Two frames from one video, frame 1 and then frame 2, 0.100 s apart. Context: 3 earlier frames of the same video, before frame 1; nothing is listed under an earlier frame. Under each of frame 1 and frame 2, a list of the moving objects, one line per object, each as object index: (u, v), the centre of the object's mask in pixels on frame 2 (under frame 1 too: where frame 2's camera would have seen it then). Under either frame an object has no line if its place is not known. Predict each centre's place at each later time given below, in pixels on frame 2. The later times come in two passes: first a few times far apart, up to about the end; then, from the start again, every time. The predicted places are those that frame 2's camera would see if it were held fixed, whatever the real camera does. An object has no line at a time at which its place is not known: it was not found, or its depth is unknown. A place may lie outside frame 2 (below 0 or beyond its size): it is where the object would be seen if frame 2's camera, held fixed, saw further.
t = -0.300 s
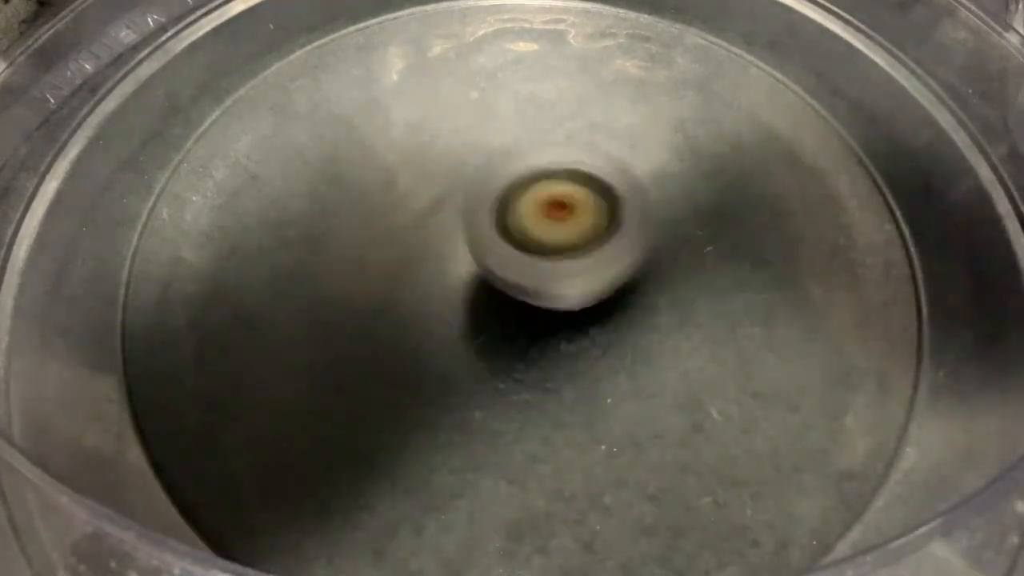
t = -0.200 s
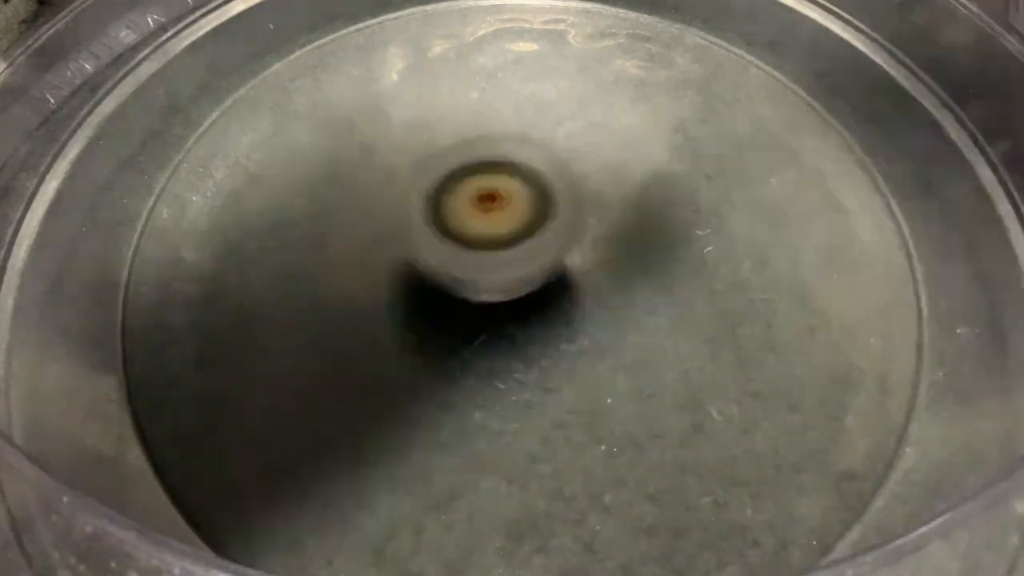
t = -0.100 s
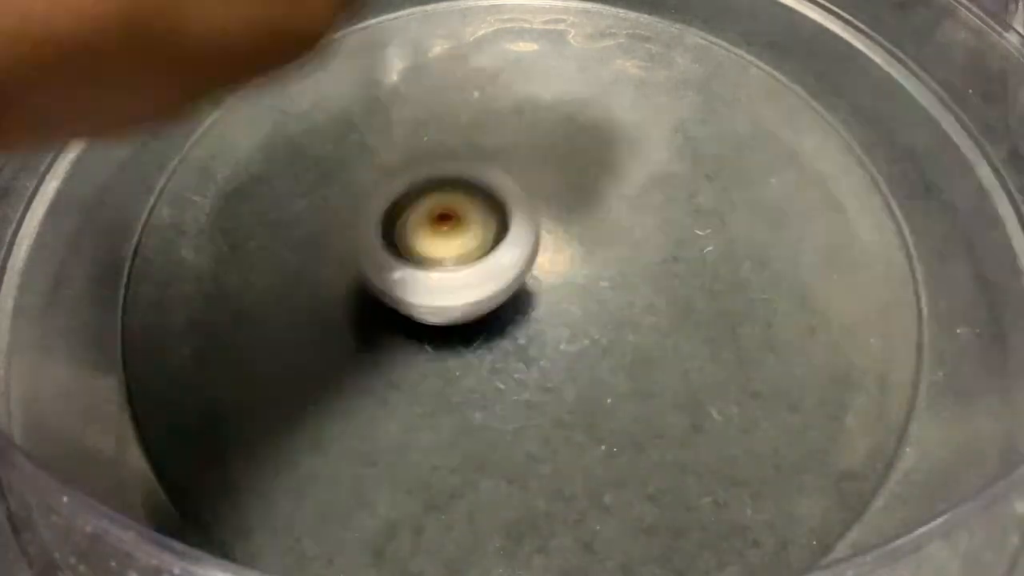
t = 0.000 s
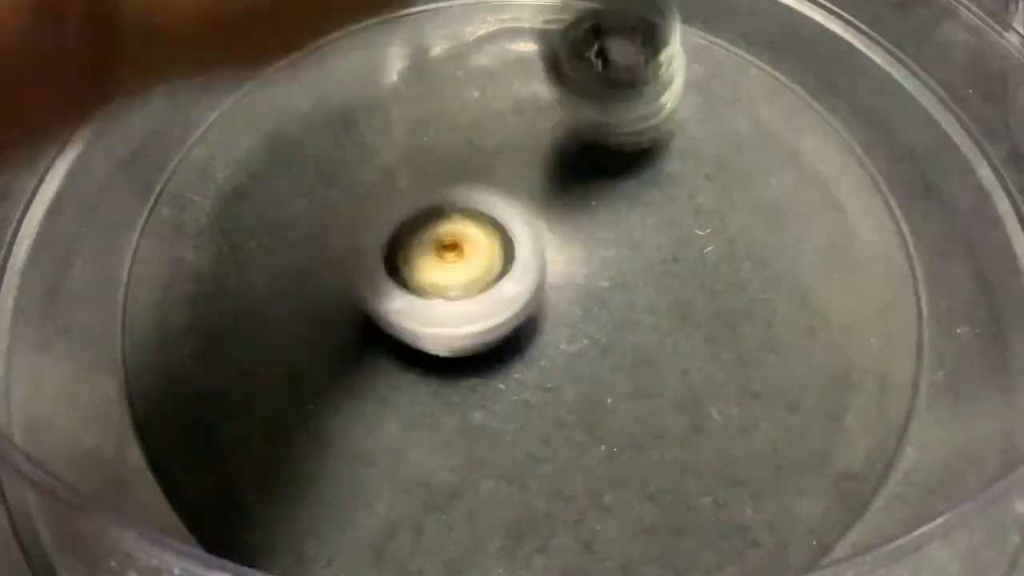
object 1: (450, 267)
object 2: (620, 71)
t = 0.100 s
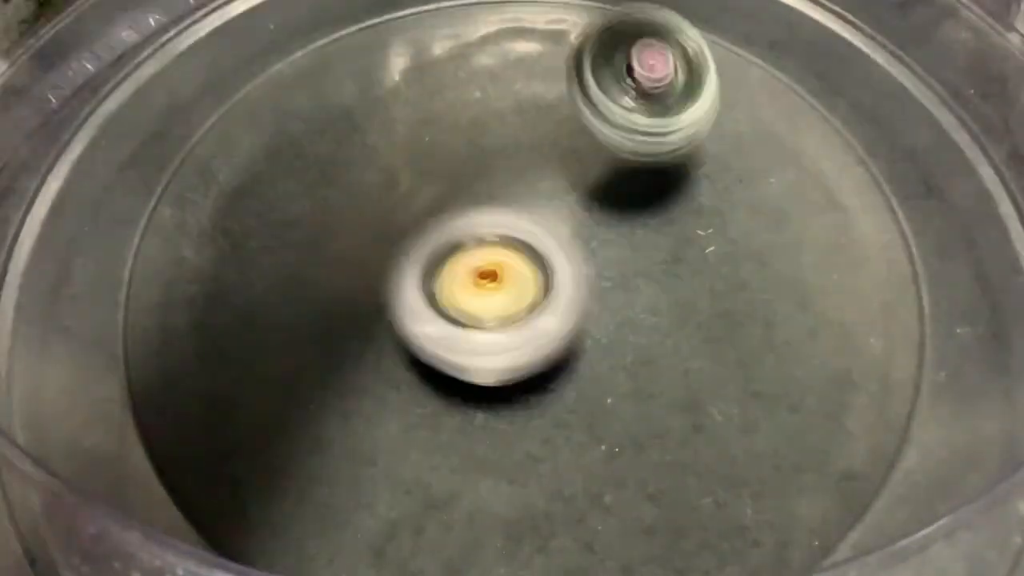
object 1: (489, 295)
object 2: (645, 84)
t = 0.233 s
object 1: (507, 355)
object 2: (667, 214)
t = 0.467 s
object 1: (460, 404)
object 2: (639, 249)
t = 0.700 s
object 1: (485, 399)
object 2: (571, 209)
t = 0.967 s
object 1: (517, 321)
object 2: (635, 226)
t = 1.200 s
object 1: (493, 316)
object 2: (656, 274)
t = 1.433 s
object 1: (463, 303)
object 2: (636, 308)
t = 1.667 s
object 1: (421, 274)
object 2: (627, 335)
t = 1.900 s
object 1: (427, 230)
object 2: (576, 352)
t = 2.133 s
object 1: (469, 183)
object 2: (507, 354)
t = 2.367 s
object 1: (516, 199)
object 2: (483, 342)
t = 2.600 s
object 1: (592, 80)
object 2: (400, 426)
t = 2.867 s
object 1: (486, 196)
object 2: (430, 342)
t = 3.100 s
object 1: (488, 183)
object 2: (443, 333)
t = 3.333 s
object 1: (587, 179)
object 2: (443, 271)
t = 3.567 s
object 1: (654, 246)
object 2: (461, 222)
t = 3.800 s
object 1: (608, 282)
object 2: (478, 204)
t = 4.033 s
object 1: (607, 312)
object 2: (504, 183)
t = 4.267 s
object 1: (629, 310)
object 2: (537, 184)
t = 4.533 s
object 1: (597, 335)
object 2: (568, 197)
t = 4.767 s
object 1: (524, 368)
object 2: (614, 231)
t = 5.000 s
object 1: (375, 387)
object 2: (677, 209)
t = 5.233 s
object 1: (491, 333)
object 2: (639, 274)
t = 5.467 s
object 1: (461, 312)
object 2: (633, 305)
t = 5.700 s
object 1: (416, 294)
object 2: (605, 335)
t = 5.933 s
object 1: (405, 272)
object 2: (607, 343)
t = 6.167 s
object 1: (390, 238)
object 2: (606, 341)
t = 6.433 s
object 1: (398, 212)
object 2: (583, 341)
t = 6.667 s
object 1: (371, 185)
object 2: (588, 331)
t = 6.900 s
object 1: (384, 233)
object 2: (559, 287)
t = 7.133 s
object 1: (317, 224)
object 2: (652, 277)
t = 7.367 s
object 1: (418, 249)
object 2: (592, 242)
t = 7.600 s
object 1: (448, 267)
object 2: (611, 242)
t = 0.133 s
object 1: (506, 301)
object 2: (649, 120)
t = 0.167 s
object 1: (523, 308)
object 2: (650, 177)
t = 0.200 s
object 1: (535, 320)
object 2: (650, 202)
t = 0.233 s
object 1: (507, 355)
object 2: (667, 214)
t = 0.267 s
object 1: (477, 380)
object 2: (678, 215)
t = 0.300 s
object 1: (456, 400)
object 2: (684, 217)
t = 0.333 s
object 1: (443, 410)
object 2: (684, 222)
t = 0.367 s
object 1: (439, 416)
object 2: (679, 226)
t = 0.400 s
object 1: (440, 415)
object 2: (670, 233)
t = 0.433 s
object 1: (448, 410)
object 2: (656, 240)
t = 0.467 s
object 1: (460, 404)
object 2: (639, 249)
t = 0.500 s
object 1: (474, 393)
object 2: (619, 259)
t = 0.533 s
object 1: (491, 381)
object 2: (600, 262)
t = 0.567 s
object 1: (505, 373)
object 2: (582, 257)
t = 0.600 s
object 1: (495, 388)
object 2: (573, 246)
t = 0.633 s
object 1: (488, 399)
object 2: (570, 231)
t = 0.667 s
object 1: (484, 402)
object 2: (570, 217)
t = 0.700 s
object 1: (485, 399)
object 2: (571, 209)
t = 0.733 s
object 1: (489, 389)
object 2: (574, 206)
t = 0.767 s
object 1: (497, 377)
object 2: (577, 207)
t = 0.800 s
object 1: (506, 362)
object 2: (582, 211)
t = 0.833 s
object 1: (516, 347)
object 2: (590, 214)
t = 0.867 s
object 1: (522, 330)
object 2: (600, 215)
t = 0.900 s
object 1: (520, 328)
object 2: (613, 216)
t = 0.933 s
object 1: (519, 325)
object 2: (625, 221)
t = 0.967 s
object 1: (517, 321)
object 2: (635, 226)
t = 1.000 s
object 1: (510, 321)
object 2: (644, 232)
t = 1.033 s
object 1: (504, 320)
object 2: (651, 238)
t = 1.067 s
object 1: (500, 318)
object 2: (657, 244)
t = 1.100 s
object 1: (498, 318)
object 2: (659, 250)
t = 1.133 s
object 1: (496, 318)
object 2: (660, 257)
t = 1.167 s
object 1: (494, 317)
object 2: (659, 266)
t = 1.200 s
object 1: (493, 316)
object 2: (656, 274)
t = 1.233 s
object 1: (483, 316)
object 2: (657, 280)
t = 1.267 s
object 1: (468, 315)
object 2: (660, 285)
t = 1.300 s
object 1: (460, 313)
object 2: (660, 289)
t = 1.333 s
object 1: (455, 311)
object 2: (658, 295)
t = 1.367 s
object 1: (456, 308)
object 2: (653, 299)
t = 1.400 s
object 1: (461, 306)
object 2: (644, 304)
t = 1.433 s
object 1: (463, 303)
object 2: (636, 308)
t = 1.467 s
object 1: (445, 295)
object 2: (642, 312)
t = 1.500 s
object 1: (427, 287)
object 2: (648, 315)
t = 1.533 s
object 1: (416, 282)
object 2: (649, 318)
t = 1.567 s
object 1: (411, 277)
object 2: (648, 322)
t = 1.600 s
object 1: (411, 275)
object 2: (644, 328)
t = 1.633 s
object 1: (415, 274)
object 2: (637, 332)
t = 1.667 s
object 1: (421, 274)
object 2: (627, 335)
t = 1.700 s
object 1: (432, 275)
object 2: (615, 337)
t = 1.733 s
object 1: (443, 276)
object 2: (602, 340)
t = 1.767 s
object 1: (440, 269)
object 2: (600, 343)
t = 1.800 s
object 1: (433, 258)
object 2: (597, 347)
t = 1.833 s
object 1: (429, 248)
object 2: (593, 349)
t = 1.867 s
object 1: (428, 238)
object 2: (584, 351)
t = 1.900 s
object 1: (427, 230)
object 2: (576, 352)
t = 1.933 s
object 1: (430, 223)
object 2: (564, 351)
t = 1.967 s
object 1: (435, 217)
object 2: (553, 350)
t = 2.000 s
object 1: (440, 212)
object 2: (541, 348)
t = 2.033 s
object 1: (450, 211)
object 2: (528, 344)
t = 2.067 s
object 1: (458, 207)
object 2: (518, 342)
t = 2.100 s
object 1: (465, 195)
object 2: (512, 349)
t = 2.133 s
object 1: (469, 183)
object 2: (507, 354)
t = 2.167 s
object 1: (472, 175)
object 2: (502, 358)
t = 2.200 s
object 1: (481, 173)
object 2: (497, 359)
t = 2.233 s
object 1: (487, 172)
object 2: (493, 359)
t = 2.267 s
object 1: (492, 174)
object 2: (490, 357)
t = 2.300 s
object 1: (501, 181)
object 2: (487, 353)
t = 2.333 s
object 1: (508, 189)
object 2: (484, 348)
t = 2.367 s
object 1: (516, 199)
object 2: (483, 342)
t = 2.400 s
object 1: (530, 193)
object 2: (473, 352)
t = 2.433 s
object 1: (551, 166)
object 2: (454, 378)
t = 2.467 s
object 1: (567, 138)
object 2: (439, 396)
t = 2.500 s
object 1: (580, 118)
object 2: (426, 409)
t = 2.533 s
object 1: (588, 98)
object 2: (415, 419)
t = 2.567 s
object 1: (592, 88)
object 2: (406, 424)
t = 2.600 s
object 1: (592, 80)
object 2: (400, 426)
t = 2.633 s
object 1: (589, 80)
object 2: (397, 424)
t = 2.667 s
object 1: (581, 83)
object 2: (396, 420)
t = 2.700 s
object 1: (569, 93)
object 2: (397, 412)
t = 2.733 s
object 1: (555, 107)
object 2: (401, 402)
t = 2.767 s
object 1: (537, 125)
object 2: (405, 390)
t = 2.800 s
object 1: (522, 146)
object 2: (413, 375)
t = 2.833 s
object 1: (504, 172)
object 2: (421, 360)
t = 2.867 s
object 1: (486, 196)
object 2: (430, 342)
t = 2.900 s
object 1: (477, 198)
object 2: (435, 341)
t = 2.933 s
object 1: (479, 189)
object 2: (435, 350)
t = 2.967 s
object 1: (479, 183)
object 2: (435, 353)
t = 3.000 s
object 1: (482, 178)
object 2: (436, 353)
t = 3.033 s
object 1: (484, 178)
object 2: (437, 349)
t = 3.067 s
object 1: (487, 180)
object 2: (440, 342)
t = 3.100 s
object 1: (488, 183)
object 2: (443, 333)
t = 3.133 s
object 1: (491, 187)
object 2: (446, 323)
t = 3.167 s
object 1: (502, 186)
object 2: (446, 315)
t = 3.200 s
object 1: (522, 182)
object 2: (442, 307)
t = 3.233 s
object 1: (538, 179)
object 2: (439, 299)
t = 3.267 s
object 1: (559, 176)
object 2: (439, 289)
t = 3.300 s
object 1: (574, 176)
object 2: (441, 281)
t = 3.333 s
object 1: (587, 179)
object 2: (443, 271)
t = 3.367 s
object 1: (601, 182)
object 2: (447, 263)
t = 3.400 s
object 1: (611, 190)
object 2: (454, 254)
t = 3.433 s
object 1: (615, 199)
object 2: (460, 247)
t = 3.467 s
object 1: (618, 211)
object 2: (466, 241)
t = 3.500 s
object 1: (632, 223)
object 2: (464, 233)
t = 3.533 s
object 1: (645, 235)
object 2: (462, 227)
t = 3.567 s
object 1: (654, 246)
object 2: (461, 222)
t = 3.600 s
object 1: (656, 256)
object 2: (462, 218)
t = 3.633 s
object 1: (654, 264)
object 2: (464, 215)
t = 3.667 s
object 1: (647, 270)
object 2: (467, 213)
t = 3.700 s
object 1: (635, 273)
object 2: (472, 213)
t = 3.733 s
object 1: (622, 275)
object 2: (476, 212)
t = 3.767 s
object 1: (611, 277)
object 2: (477, 210)
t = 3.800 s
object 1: (608, 282)
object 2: (478, 204)
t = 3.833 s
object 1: (603, 286)
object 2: (479, 200)
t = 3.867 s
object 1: (595, 286)
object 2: (481, 197)
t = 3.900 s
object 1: (595, 296)
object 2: (485, 193)
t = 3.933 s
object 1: (600, 306)
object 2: (489, 189)
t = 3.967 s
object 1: (603, 311)
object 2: (494, 186)
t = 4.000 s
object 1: (605, 313)
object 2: (499, 183)
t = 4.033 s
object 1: (607, 312)
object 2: (504, 183)
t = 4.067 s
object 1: (606, 307)
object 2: (509, 183)
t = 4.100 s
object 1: (605, 299)
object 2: (512, 184)
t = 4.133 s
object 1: (605, 292)
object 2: (516, 185)
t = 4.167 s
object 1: (612, 297)
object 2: (522, 185)
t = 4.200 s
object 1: (620, 304)
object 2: (528, 184)
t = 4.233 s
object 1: (626, 309)
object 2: (533, 183)
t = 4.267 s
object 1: (629, 310)
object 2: (537, 184)
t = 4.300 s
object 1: (629, 310)
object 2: (541, 185)
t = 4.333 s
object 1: (627, 307)
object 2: (543, 187)
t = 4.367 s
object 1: (622, 302)
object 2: (546, 188)
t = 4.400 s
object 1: (619, 311)
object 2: (550, 189)
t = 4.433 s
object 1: (617, 321)
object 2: (555, 190)
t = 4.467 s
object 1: (612, 329)
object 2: (559, 192)
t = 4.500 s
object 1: (605, 333)
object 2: (563, 195)
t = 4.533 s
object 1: (597, 335)
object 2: (568, 197)
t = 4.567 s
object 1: (587, 333)
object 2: (573, 199)
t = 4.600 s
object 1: (572, 346)
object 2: (585, 202)
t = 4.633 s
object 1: (557, 361)
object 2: (592, 209)
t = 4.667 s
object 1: (545, 370)
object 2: (598, 216)
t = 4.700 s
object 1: (535, 375)
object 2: (604, 221)
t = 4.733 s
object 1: (528, 374)
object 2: (608, 227)
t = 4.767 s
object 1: (524, 368)
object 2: (614, 231)
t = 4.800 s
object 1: (524, 359)
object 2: (619, 236)
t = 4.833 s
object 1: (526, 347)
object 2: (625, 240)
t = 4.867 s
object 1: (492, 351)
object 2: (635, 236)
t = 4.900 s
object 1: (451, 372)
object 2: (652, 227)
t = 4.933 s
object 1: (418, 381)
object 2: (664, 215)
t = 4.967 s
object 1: (392, 385)
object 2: (673, 210)
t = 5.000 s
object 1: (375, 387)
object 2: (677, 209)
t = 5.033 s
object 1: (366, 386)
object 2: (677, 214)
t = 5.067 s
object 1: (369, 383)
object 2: (675, 221)
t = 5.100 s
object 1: (382, 376)
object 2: (670, 231)
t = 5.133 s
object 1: (398, 368)
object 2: (664, 241)
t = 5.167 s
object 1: (427, 359)
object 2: (654, 254)
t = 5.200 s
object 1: (461, 345)
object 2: (643, 265)
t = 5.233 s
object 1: (491, 333)
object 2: (639, 274)
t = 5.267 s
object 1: (483, 330)
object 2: (642, 274)
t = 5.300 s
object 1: (473, 328)
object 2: (646, 274)
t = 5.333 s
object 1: (467, 325)
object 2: (648, 277)
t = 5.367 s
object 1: (465, 322)
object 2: (644, 283)
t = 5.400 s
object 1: (468, 318)
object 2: (638, 291)
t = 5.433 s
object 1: (467, 315)
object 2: (634, 297)
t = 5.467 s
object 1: (461, 312)
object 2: (633, 305)
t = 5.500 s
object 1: (457, 310)
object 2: (628, 312)
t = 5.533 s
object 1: (437, 307)
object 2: (632, 318)
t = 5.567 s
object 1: (423, 301)
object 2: (633, 322)
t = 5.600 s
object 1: (412, 298)
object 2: (630, 327)
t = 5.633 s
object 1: (409, 295)
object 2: (623, 331)
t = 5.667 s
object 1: (410, 295)
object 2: (615, 333)
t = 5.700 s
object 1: (416, 294)
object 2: (605, 335)
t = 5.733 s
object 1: (427, 295)
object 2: (596, 336)
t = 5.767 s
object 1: (412, 290)
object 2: (608, 338)
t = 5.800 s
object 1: (400, 281)
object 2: (619, 341)
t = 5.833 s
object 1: (393, 276)
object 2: (622, 343)
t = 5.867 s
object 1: (392, 272)
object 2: (620, 345)
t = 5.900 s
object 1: (396, 271)
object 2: (615, 345)
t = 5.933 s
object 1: (405, 272)
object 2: (607, 343)
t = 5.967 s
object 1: (420, 273)
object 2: (597, 340)
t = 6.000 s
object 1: (433, 275)
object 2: (593, 339)
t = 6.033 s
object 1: (416, 265)
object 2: (609, 343)
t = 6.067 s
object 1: (403, 251)
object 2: (618, 346)
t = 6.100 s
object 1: (394, 243)
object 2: (619, 345)
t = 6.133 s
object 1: (389, 239)
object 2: (615, 343)
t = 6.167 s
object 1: (390, 238)
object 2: (606, 341)
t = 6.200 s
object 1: (396, 241)
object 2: (595, 338)
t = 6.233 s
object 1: (404, 246)
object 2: (582, 334)
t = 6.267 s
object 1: (419, 252)
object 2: (571, 331)
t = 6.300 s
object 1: (410, 241)
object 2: (579, 335)
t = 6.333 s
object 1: (402, 227)
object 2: (589, 345)
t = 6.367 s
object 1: (396, 219)
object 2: (592, 346)
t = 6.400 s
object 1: (395, 213)
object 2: (591, 345)
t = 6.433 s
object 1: (398, 212)
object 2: (583, 341)
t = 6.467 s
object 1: (405, 214)
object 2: (571, 335)
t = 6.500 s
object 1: (413, 219)
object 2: (561, 328)
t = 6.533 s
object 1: (422, 222)
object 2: (556, 325)
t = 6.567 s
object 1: (406, 209)
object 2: (572, 332)
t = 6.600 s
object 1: (391, 196)
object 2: (585, 336)
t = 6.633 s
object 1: (379, 189)
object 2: (589, 335)
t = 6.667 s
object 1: (371, 185)
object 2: (588, 331)
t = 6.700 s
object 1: (366, 187)
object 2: (584, 324)
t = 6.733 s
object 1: (364, 192)
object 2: (578, 316)
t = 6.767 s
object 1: (367, 200)
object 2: (571, 310)
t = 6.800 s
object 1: (375, 212)
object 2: (564, 301)
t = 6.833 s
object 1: (384, 224)
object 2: (557, 293)
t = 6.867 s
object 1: (387, 231)
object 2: (556, 288)
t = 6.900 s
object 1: (384, 233)
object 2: (559, 287)
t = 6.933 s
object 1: (382, 236)
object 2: (562, 286)
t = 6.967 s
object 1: (383, 239)
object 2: (561, 283)
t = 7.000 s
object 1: (378, 241)
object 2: (571, 280)
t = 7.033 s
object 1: (347, 231)
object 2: (604, 281)
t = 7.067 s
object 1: (330, 225)
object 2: (628, 280)
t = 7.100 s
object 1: (320, 223)
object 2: (644, 279)
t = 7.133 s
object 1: (317, 224)
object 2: (652, 277)
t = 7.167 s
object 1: (318, 225)
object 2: (653, 272)
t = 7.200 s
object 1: (324, 227)
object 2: (650, 266)
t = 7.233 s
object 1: (334, 230)
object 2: (641, 259)
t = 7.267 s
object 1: (348, 234)
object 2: (630, 254)
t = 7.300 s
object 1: (368, 239)
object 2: (619, 248)
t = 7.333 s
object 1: (388, 244)
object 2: (606, 245)
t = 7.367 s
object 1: (418, 249)
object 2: (592, 242)
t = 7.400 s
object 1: (418, 249)
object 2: (597, 240)
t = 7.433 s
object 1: (409, 250)
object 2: (613, 237)
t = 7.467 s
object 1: (407, 251)
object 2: (620, 237)
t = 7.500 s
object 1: (411, 253)
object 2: (622, 237)
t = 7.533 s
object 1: (420, 256)
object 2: (619, 238)
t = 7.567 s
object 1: (433, 262)
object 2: (614, 240)
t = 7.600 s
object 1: (448, 267)
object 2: (611, 242)
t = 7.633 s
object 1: (451, 268)
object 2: (613, 243)
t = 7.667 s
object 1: (451, 270)
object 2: (613, 244)
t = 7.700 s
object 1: (451, 271)
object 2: (613, 246)
